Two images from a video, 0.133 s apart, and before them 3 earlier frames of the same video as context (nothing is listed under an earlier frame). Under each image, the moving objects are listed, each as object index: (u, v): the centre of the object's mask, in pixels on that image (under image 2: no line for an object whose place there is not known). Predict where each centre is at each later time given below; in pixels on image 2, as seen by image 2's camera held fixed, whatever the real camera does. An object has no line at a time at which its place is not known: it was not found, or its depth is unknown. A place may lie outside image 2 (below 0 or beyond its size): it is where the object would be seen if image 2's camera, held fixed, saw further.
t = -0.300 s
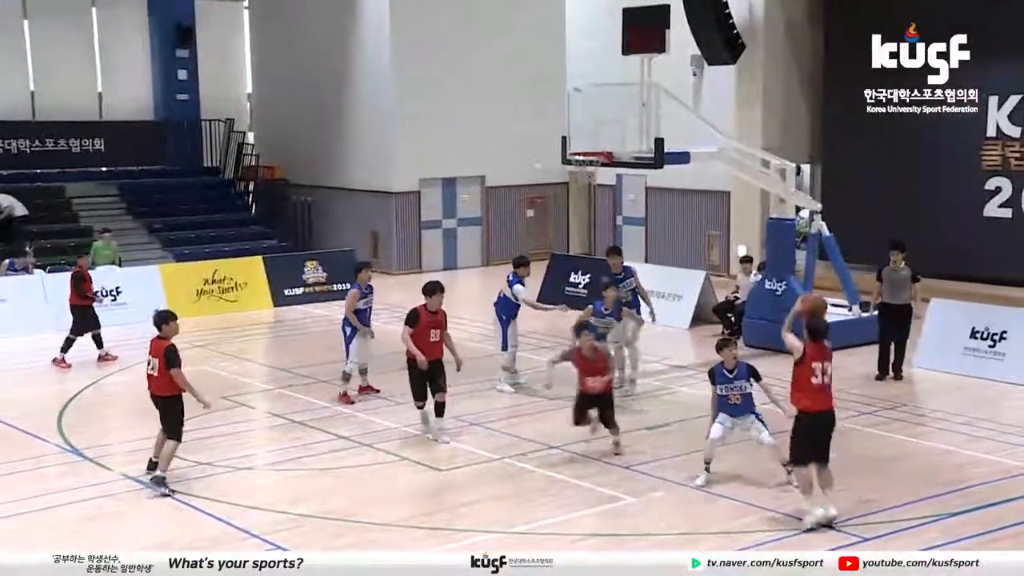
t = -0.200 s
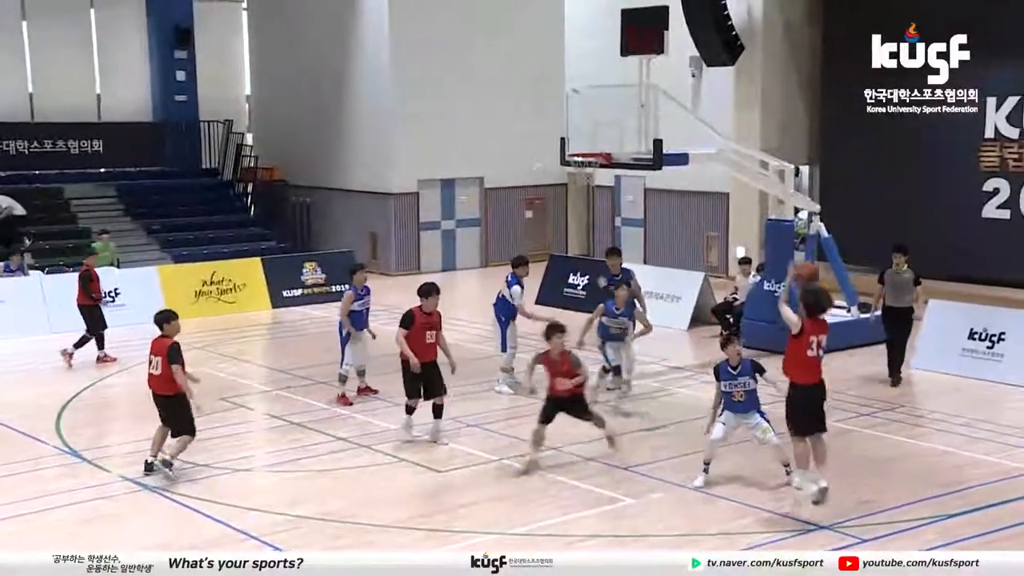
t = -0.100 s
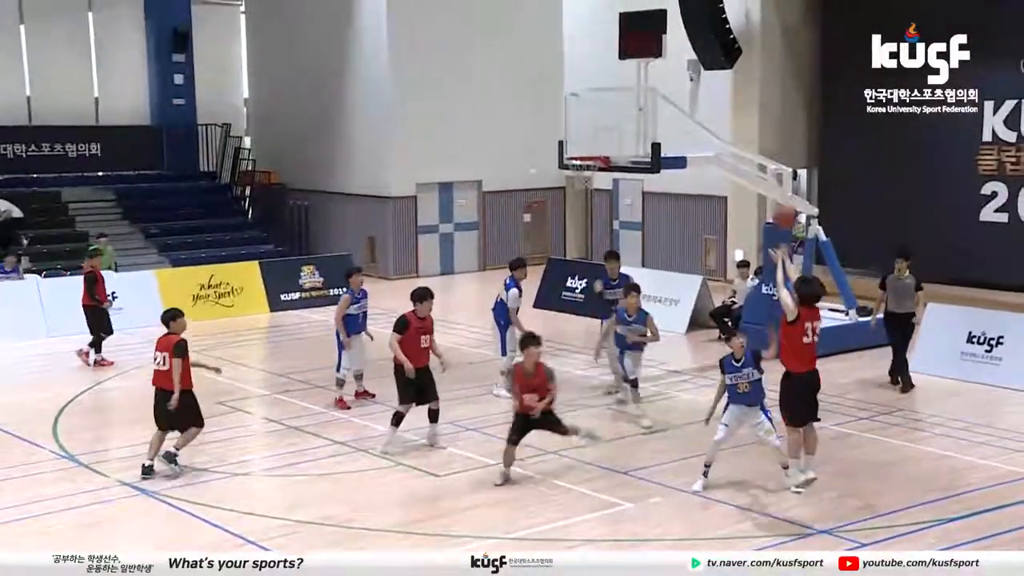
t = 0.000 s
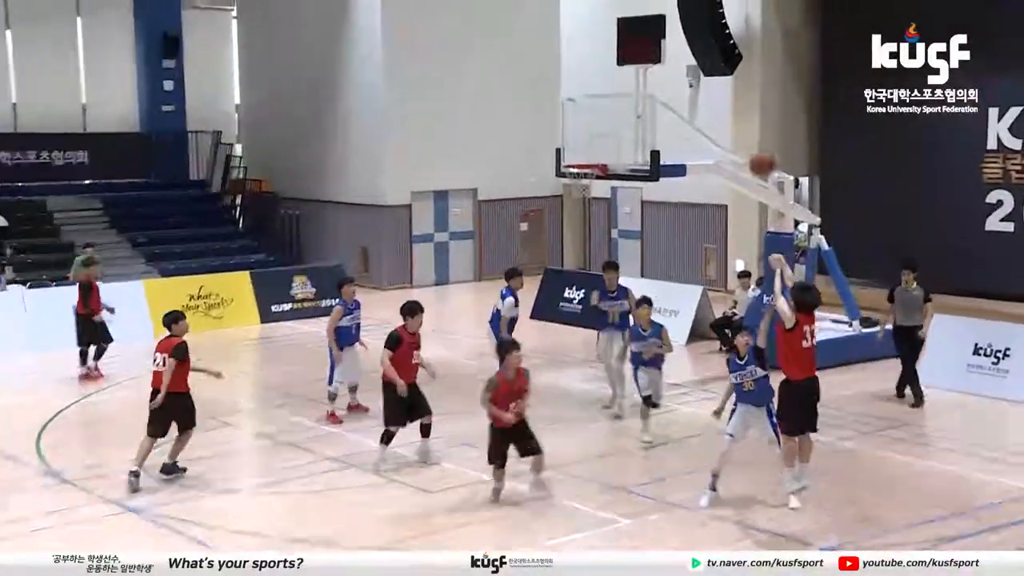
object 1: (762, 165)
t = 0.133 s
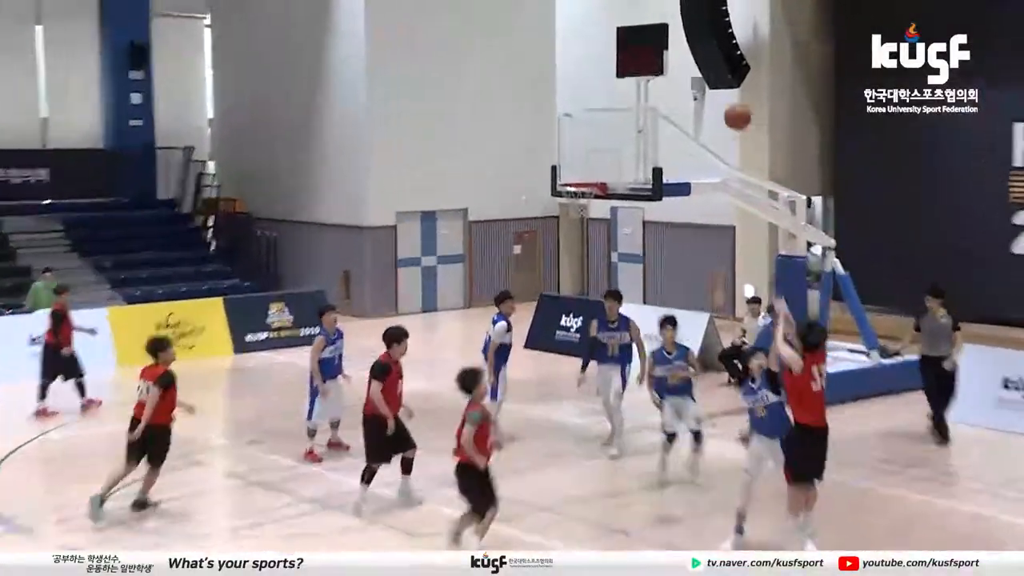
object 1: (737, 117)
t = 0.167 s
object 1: (731, 104)
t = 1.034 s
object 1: (574, 172)
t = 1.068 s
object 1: (571, 171)
